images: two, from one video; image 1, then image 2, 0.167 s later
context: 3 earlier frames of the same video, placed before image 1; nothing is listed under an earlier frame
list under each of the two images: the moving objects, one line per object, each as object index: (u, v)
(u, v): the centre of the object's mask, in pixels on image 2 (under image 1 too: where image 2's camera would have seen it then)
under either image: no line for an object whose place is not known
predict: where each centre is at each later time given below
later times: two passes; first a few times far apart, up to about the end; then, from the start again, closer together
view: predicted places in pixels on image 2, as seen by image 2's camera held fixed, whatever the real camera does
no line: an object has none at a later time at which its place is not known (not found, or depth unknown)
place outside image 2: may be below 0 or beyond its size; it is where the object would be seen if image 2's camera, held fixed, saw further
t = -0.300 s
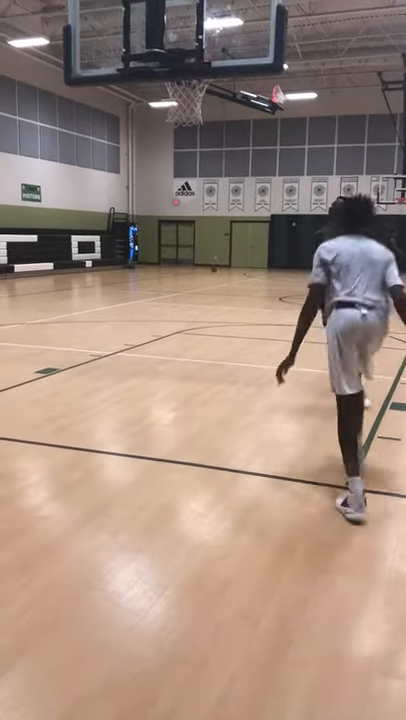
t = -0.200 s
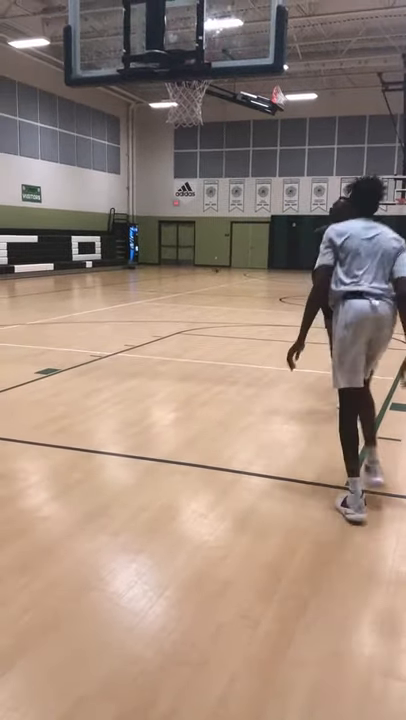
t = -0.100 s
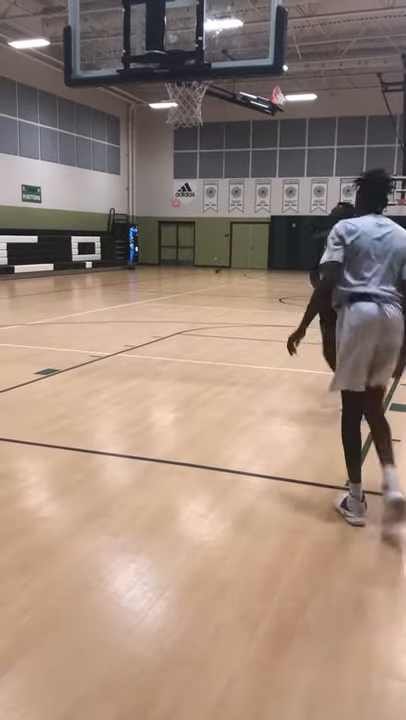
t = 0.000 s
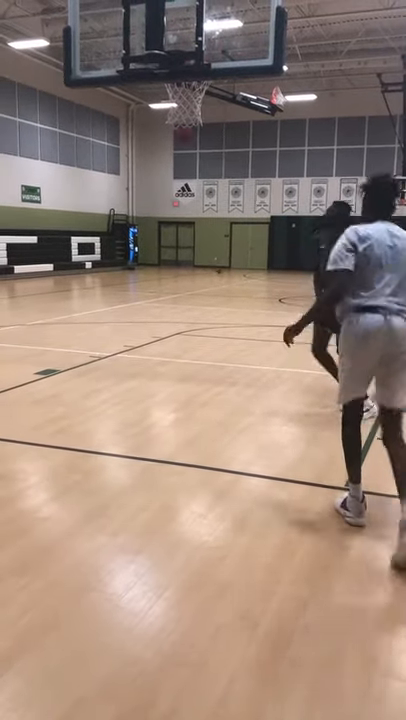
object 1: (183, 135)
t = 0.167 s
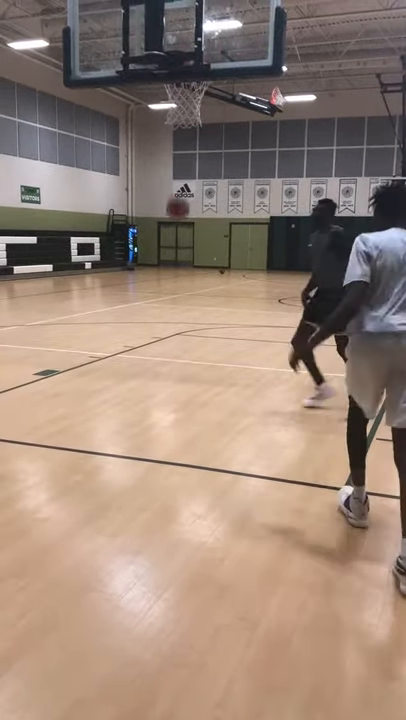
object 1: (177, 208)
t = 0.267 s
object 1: (170, 264)
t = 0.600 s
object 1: (163, 304)
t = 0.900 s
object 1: (155, 221)
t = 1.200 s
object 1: (148, 220)
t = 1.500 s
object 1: (139, 295)
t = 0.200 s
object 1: (176, 225)
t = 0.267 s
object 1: (170, 264)
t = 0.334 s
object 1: (171, 299)
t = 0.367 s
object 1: (170, 319)
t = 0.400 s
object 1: (169, 339)
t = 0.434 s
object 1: (167, 360)
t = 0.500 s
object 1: (166, 350)
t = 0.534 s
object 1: (165, 332)
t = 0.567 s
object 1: (164, 317)
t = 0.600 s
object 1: (163, 304)
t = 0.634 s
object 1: (162, 291)
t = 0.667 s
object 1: (161, 279)
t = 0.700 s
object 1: (160, 267)
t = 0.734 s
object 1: (165, 260)
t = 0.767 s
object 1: (159, 246)
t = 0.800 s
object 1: (159, 241)
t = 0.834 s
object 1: (159, 233)
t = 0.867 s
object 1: (157, 228)
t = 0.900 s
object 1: (155, 221)
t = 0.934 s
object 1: (154, 217)
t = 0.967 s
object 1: (154, 214)
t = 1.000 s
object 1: (153, 213)
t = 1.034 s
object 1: (152, 213)
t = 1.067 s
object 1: (152, 212)
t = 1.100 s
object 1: (150, 212)
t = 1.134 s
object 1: (150, 214)
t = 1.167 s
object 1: (149, 215)
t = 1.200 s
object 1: (148, 220)
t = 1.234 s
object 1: (147, 226)
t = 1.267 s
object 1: (146, 229)
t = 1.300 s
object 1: (146, 235)
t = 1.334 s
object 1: (143, 243)
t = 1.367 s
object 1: (143, 257)
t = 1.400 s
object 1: (142, 264)
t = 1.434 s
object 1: (142, 274)
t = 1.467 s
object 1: (140, 283)
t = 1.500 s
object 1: (139, 295)
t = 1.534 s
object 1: (138, 307)
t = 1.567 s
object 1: (138, 320)
